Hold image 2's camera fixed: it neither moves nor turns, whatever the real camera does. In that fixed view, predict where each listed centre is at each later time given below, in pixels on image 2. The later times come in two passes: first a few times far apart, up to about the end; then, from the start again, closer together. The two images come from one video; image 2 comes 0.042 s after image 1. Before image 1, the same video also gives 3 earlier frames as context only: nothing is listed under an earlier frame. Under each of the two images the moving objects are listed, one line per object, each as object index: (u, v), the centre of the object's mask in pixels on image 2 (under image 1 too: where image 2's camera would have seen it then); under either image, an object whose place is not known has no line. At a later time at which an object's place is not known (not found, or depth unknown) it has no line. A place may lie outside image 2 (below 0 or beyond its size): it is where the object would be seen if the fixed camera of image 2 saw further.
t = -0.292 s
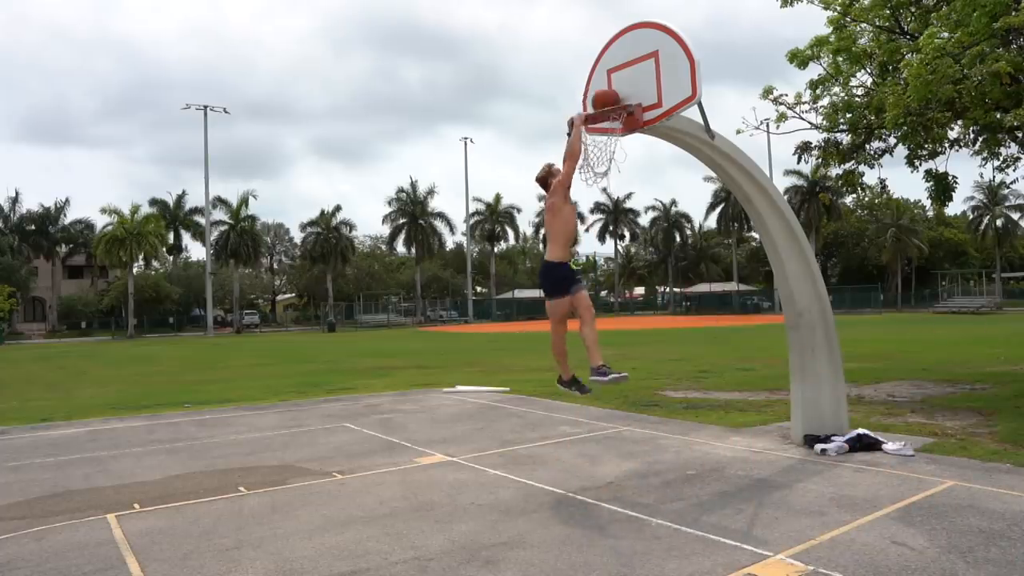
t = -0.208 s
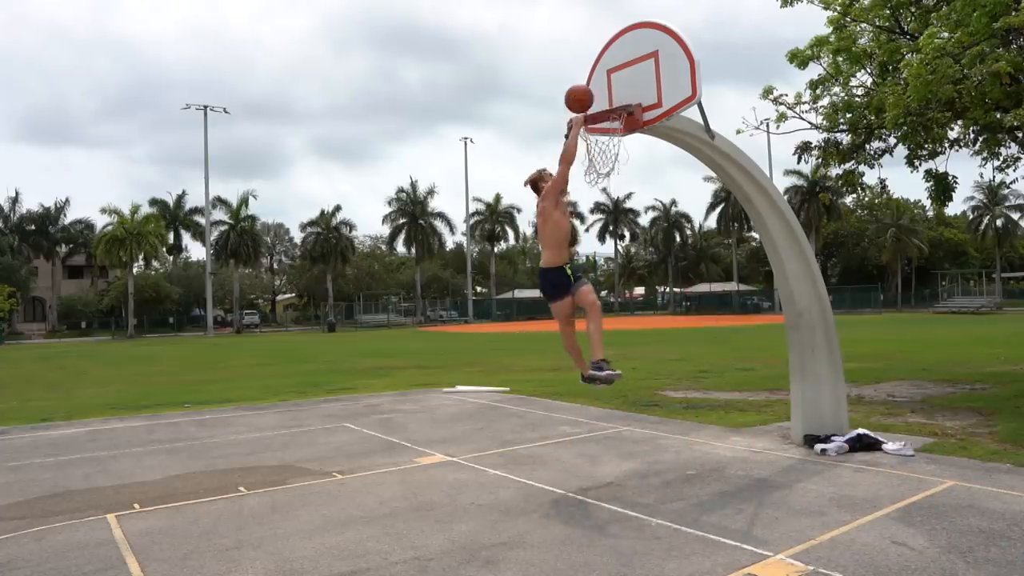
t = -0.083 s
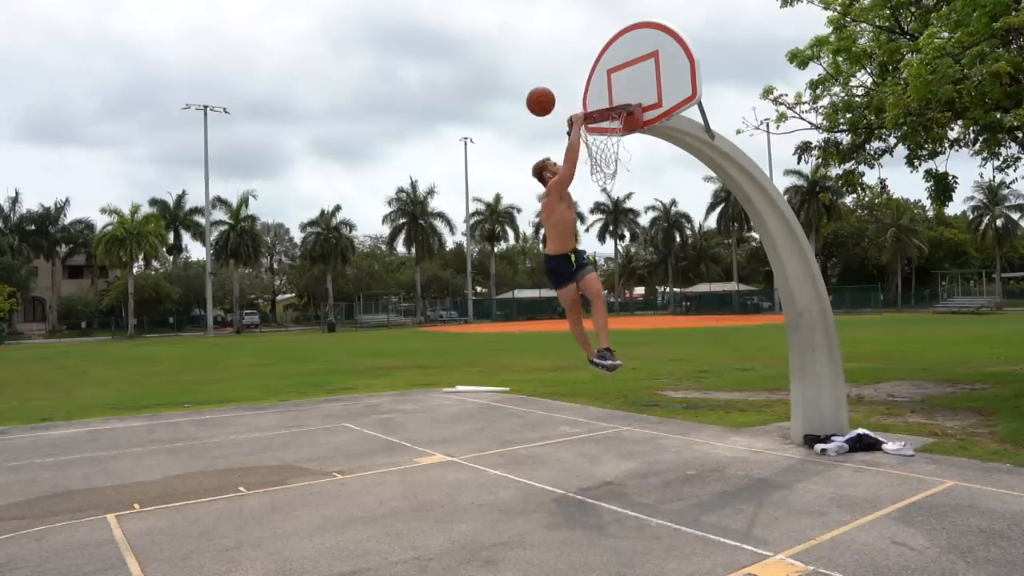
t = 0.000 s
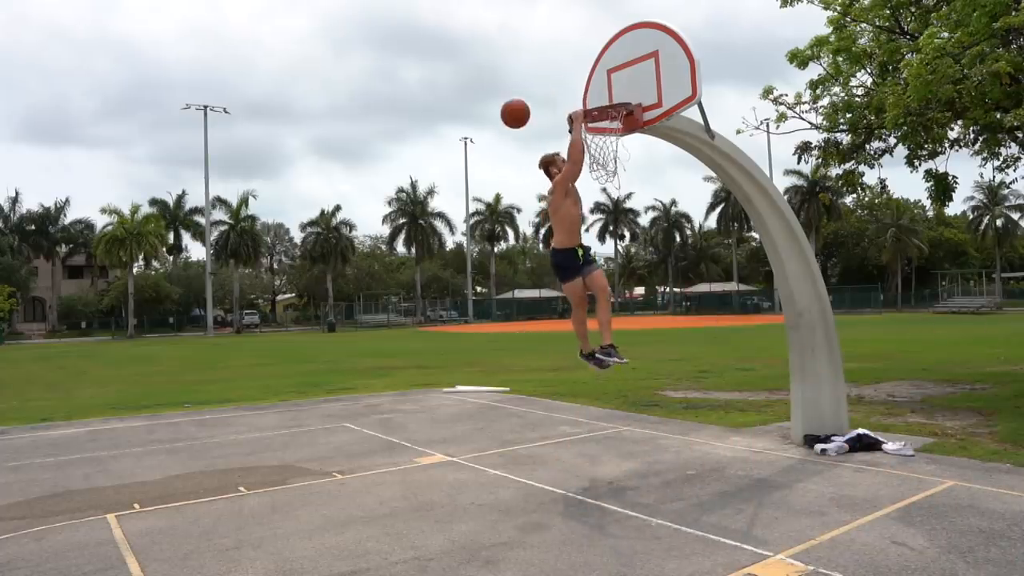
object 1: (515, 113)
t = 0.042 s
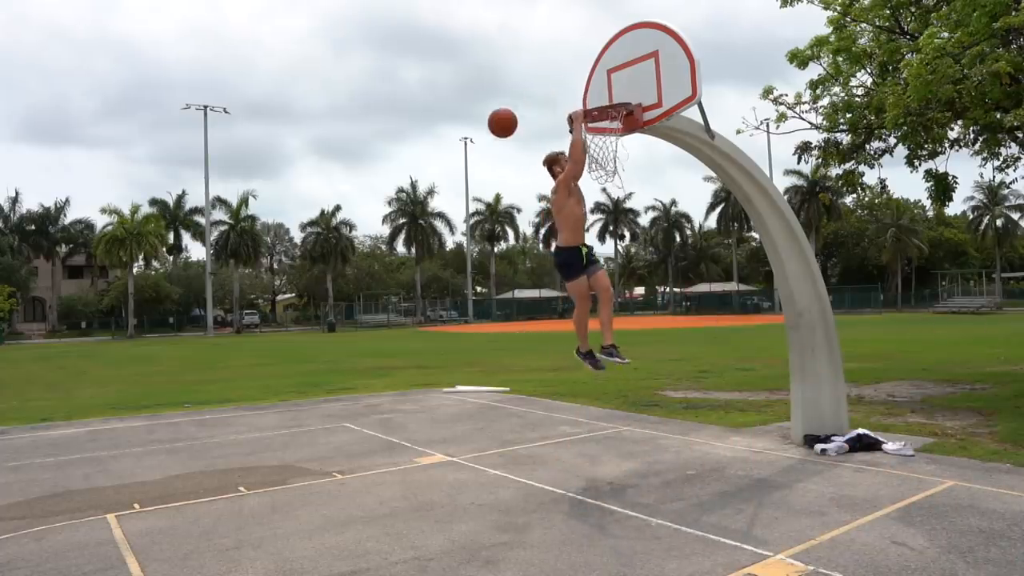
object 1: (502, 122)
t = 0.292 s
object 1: (425, 226)
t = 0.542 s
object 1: (350, 415)
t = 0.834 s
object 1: (242, 363)
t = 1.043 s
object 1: (158, 288)
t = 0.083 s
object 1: (490, 134)
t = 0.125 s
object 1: (477, 148)
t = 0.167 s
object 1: (464, 163)
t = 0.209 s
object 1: (451, 182)
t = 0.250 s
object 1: (438, 203)
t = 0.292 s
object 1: (425, 226)
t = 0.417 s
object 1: (387, 309)
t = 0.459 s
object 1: (375, 342)
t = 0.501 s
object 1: (362, 378)
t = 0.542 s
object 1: (350, 415)
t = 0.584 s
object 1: (338, 456)
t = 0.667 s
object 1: (309, 462)
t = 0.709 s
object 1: (292, 434)
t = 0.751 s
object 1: (276, 408)
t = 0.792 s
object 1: (259, 385)
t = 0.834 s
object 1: (242, 363)
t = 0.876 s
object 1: (226, 344)
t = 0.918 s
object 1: (209, 327)
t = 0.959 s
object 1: (191, 311)
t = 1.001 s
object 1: (175, 298)
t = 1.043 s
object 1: (158, 288)
